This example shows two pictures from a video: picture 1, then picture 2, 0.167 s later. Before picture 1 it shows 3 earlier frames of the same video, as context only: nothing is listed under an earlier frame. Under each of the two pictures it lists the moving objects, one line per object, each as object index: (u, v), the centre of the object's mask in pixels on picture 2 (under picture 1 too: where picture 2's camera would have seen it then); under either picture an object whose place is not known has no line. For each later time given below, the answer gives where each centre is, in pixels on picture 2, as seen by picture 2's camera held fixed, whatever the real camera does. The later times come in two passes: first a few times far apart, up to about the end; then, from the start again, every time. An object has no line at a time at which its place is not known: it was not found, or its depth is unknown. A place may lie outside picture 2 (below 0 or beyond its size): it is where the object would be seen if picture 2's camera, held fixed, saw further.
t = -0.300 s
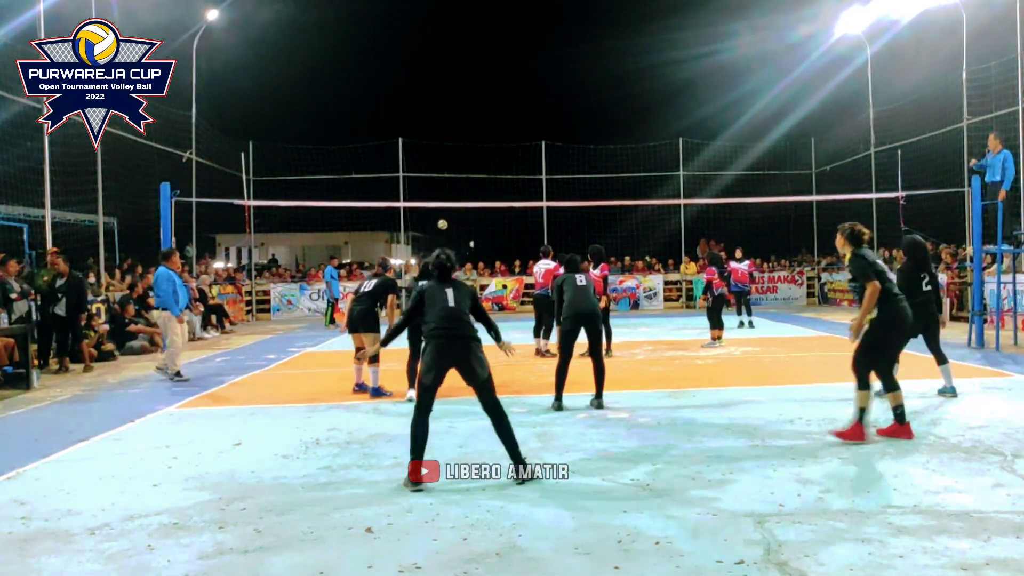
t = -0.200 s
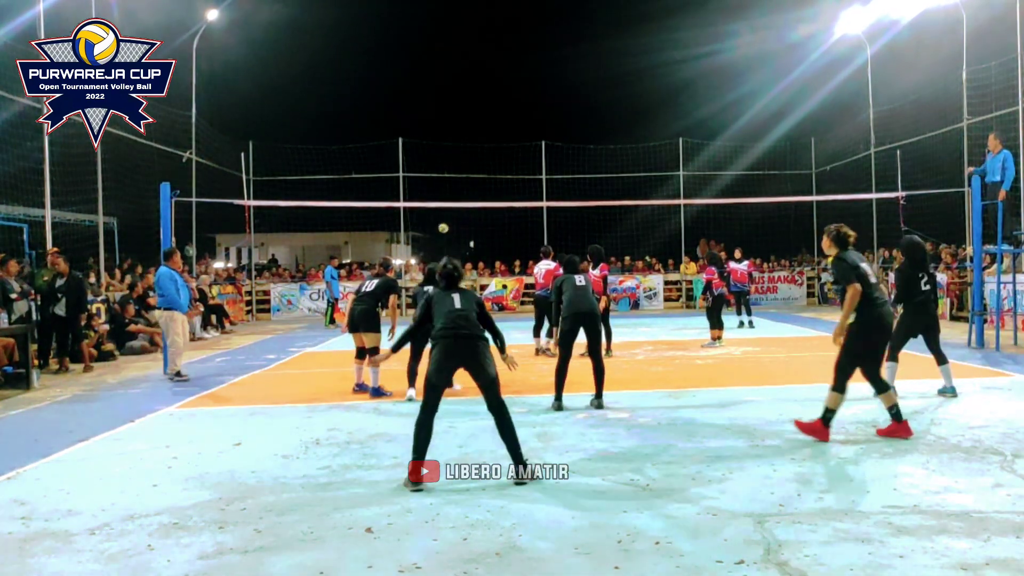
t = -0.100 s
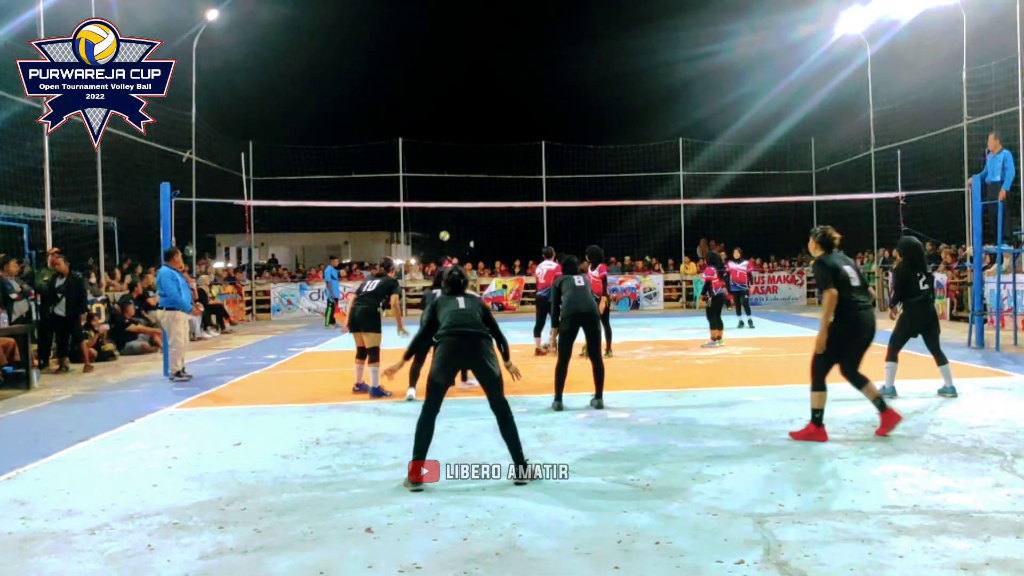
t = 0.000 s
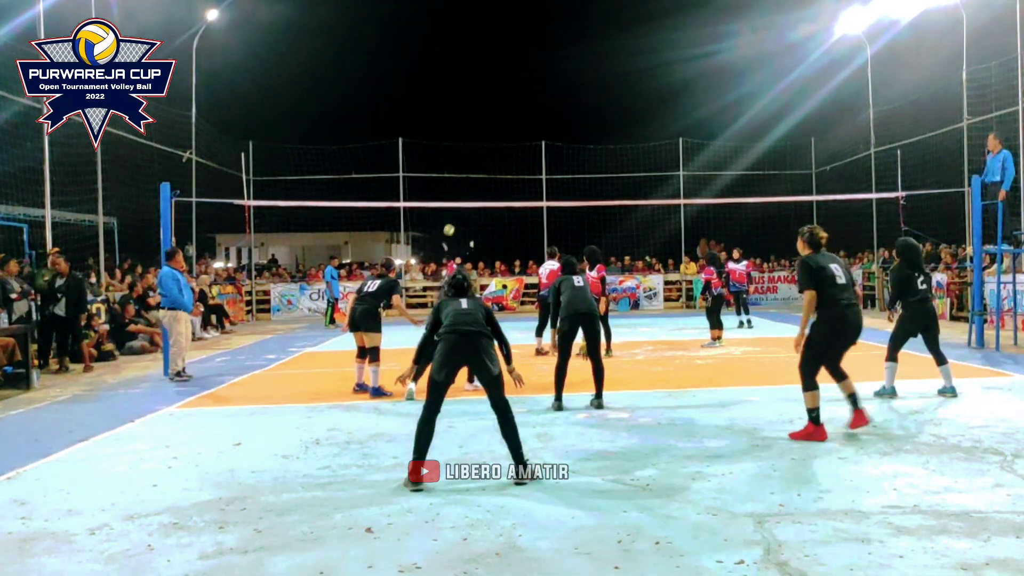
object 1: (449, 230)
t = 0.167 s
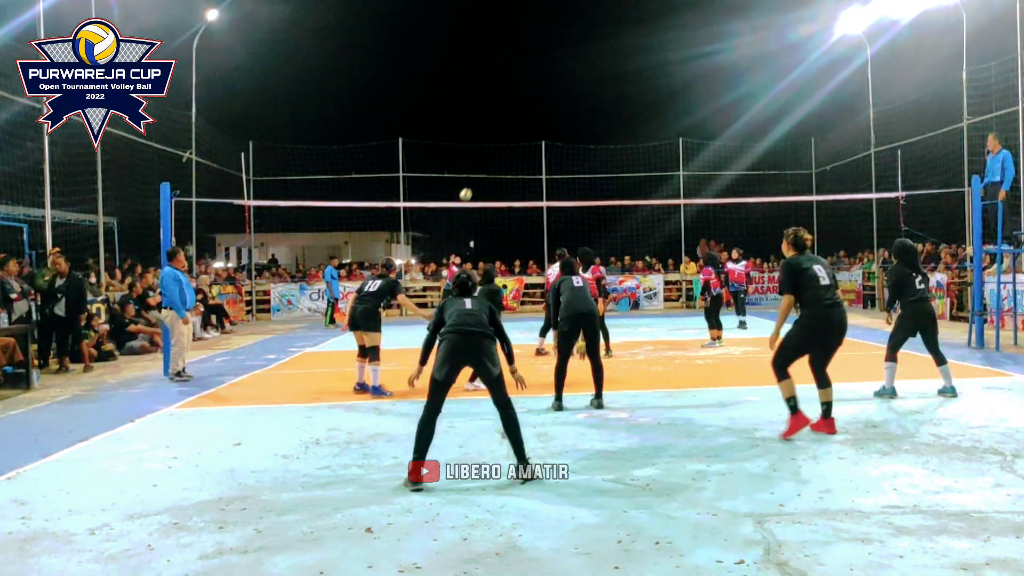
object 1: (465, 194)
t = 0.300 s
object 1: (483, 172)
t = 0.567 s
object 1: (528, 149)
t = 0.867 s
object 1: (610, 178)
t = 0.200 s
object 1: (470, 188)
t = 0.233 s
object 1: (474, 182)
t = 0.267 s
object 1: (478, 177)
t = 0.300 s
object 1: (483, 172)
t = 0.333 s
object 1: (487, 168)
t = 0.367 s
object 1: (492, 163)
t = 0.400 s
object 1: (498, 160)
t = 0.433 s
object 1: (503, 157)
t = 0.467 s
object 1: (509, 154)
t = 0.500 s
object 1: (515, 152)
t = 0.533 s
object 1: (521, 151)
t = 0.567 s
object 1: (528, 149)
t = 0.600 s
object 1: (535, 149)
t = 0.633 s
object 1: (542, 149)
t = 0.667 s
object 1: (550, 150)
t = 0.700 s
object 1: (558, 152)
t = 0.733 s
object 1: (567, 155)
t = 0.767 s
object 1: (577, 159)
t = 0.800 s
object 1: (587, 164)
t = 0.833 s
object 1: (598, 170)
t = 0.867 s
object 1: (610, 178)
